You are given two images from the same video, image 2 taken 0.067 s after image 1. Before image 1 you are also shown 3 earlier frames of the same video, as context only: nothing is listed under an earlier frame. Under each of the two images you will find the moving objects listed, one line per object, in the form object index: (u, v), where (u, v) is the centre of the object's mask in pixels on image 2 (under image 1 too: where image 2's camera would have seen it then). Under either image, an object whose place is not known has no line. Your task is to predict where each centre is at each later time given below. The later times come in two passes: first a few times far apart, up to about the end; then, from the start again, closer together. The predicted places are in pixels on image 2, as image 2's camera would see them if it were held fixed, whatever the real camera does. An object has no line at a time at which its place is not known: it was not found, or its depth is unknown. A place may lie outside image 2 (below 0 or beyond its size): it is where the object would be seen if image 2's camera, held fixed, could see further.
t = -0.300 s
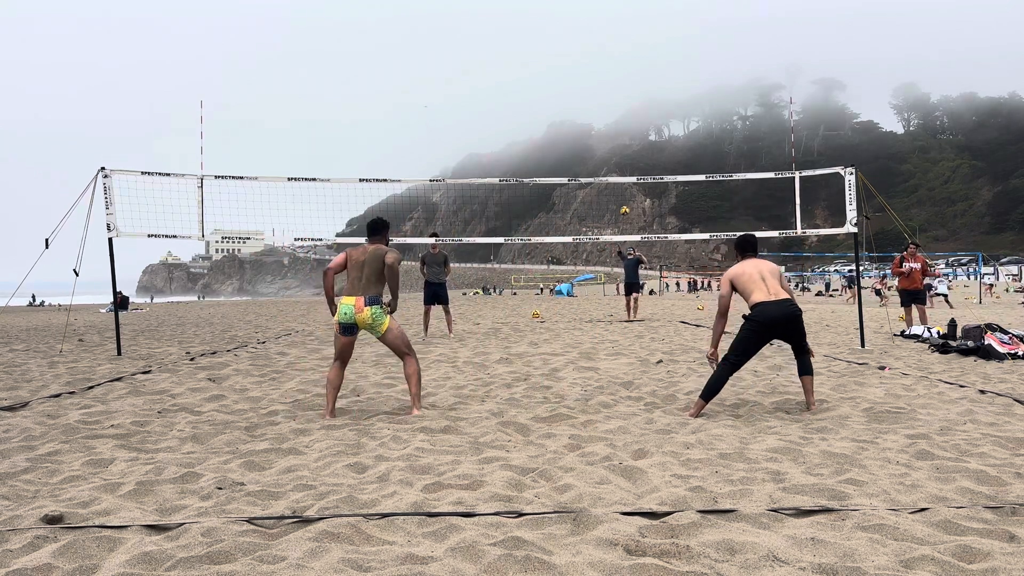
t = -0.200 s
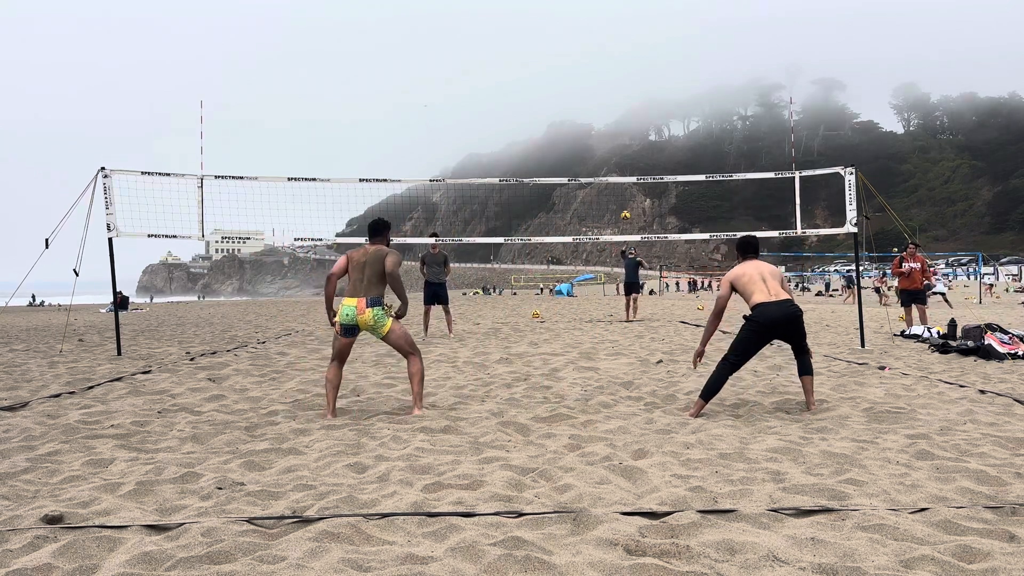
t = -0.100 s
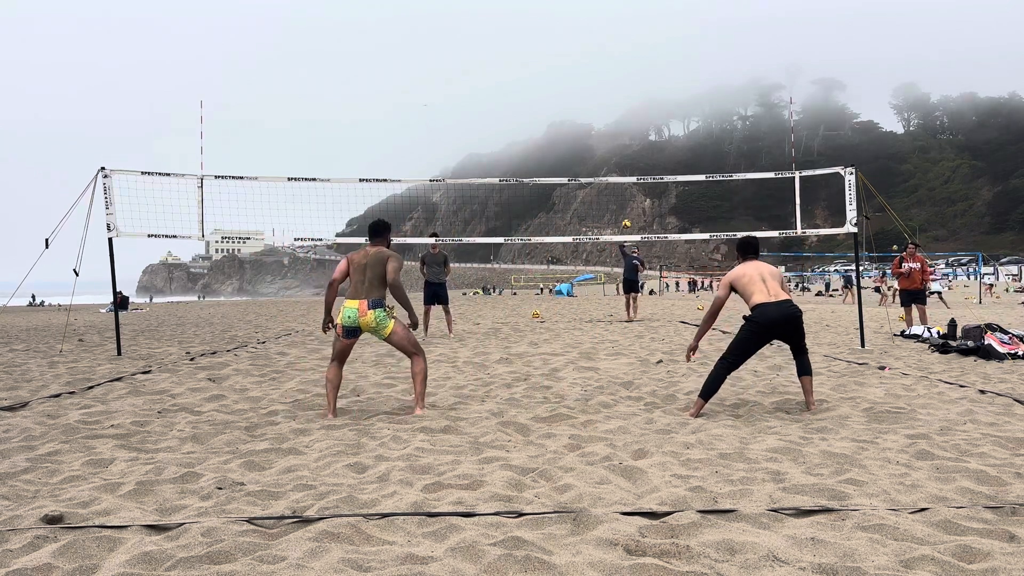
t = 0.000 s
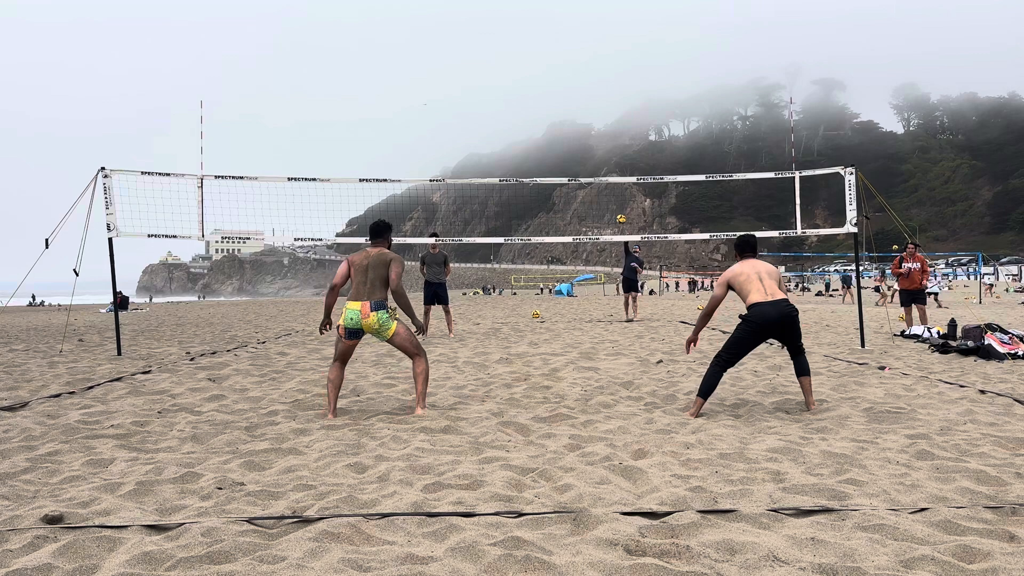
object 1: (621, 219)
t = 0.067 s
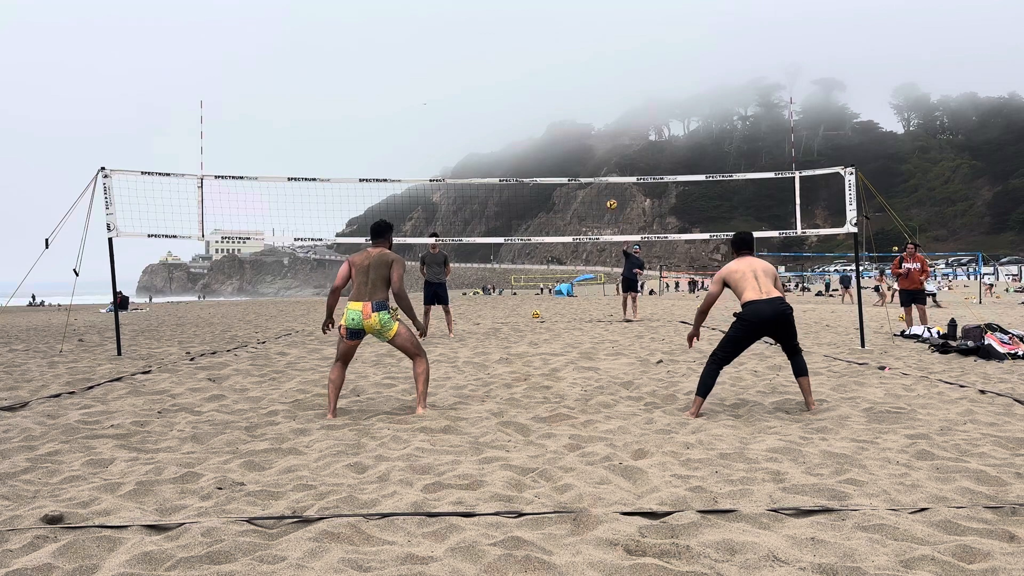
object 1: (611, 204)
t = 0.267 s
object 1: (578, 165)
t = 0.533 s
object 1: (508, 138)
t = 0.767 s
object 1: (417, 154)
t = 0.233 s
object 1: (585, 171)
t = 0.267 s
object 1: (578, 165)
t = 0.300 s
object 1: (571, 159)
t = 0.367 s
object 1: (556, 151)
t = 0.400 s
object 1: (548, 147)
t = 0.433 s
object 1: (538, 144)
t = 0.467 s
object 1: (529, 141)
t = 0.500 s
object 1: (519, 139)
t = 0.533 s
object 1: (508, 138)
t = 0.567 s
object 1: (497, 138)
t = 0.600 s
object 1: (485, 138)
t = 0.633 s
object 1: (472, 139)
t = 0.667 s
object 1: (459, 141)
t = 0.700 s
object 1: (446, 144)
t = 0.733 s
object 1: (432, 149)
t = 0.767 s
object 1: (417, 154)
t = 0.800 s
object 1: (401, 161)
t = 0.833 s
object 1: (384, 170)
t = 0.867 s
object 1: (367, 180)
